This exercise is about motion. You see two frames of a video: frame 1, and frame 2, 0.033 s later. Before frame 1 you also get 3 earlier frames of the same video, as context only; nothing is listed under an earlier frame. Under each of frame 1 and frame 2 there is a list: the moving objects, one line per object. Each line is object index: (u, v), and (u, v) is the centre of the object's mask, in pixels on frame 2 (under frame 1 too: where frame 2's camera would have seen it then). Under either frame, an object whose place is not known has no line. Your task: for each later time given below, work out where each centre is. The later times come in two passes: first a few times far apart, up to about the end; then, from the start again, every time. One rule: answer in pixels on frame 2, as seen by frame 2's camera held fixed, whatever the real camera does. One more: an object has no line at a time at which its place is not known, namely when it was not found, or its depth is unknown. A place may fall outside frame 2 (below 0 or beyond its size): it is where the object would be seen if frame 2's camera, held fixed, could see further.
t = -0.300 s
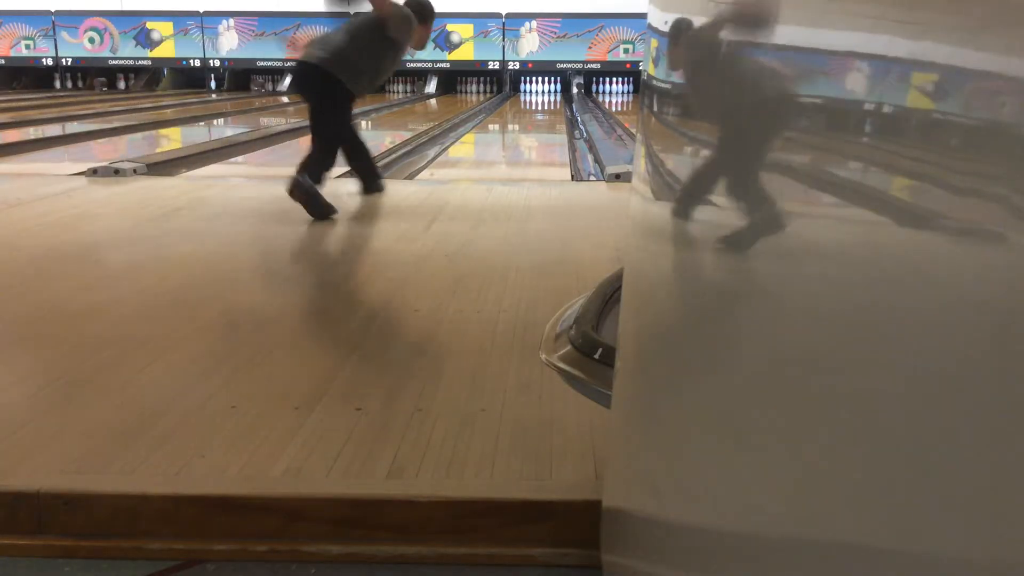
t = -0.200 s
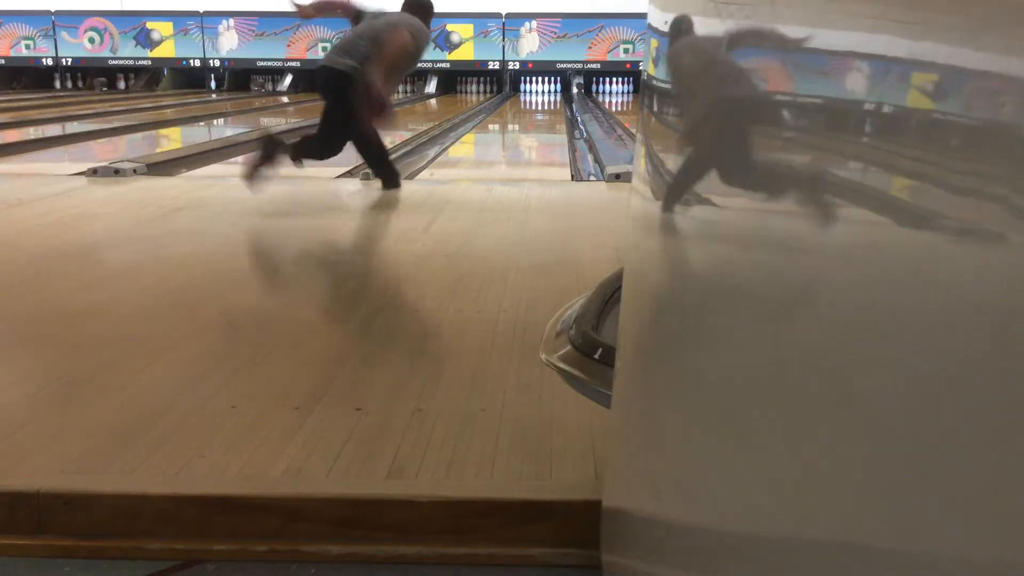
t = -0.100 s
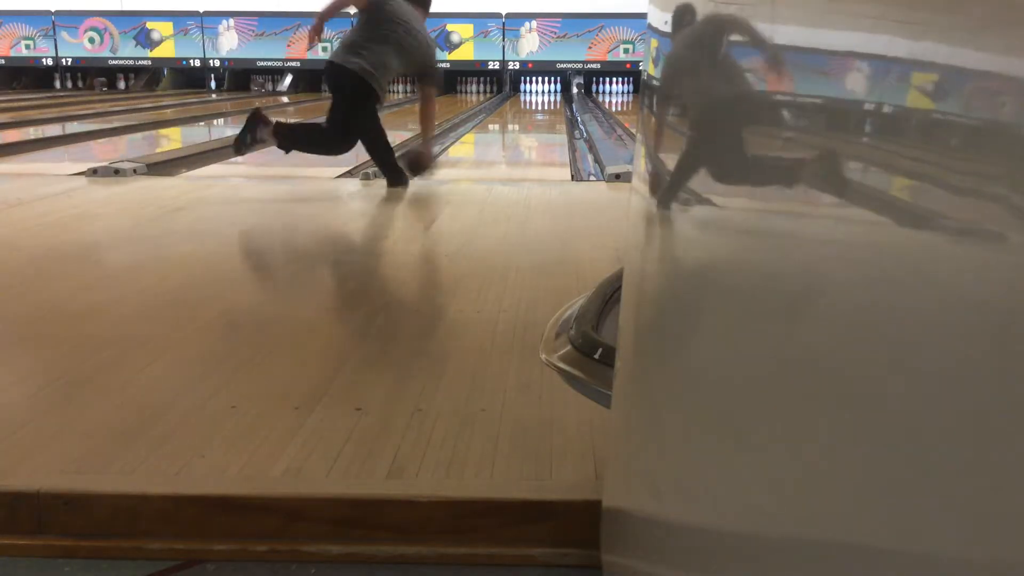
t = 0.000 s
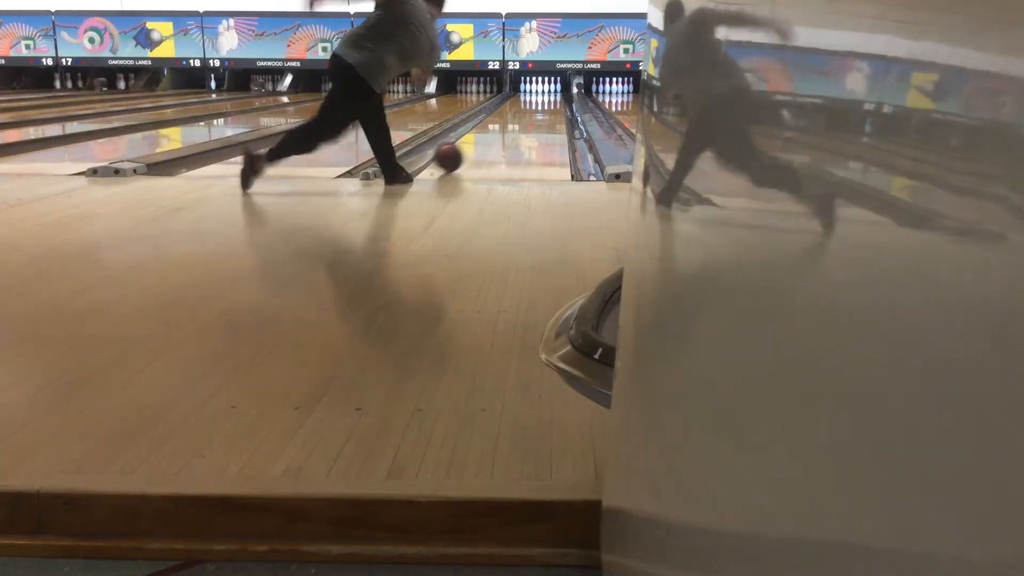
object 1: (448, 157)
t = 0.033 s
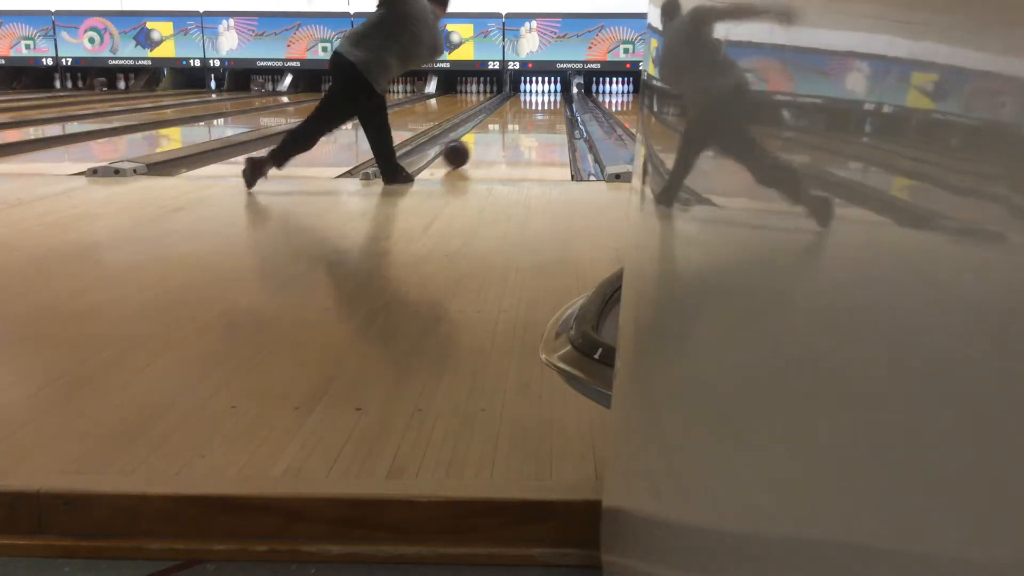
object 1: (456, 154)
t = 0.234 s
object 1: (489, 135)
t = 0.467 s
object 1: (514, 122)
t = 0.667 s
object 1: (529, 115)
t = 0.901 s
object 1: (541, 108)
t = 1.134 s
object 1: (549, 102)
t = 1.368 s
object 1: (553, 98)
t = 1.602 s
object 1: (554, 95)
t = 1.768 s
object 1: (553, 93)
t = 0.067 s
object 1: (463, 150)
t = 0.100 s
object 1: (469, 146)
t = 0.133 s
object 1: (475, 143)
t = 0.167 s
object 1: (480, 140)
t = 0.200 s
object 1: (485, 138)
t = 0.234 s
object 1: (489, 135)
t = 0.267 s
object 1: (493, 132)
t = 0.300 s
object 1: (497, 130)
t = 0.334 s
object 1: (501, 129)
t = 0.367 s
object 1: (505, 126)
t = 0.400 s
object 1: (508, 125)
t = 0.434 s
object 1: (511, 124)
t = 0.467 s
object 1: (514, 122)
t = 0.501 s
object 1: (517, 121)
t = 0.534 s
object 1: (520, 120)
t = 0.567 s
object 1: (522, 118)
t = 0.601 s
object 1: (524, 117)
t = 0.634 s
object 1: (527, 116)
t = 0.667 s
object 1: (529, 115)
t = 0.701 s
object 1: (531, 114)
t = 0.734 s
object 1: (533, 113)
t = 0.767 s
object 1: (535, 112)
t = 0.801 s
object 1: (536, 111)
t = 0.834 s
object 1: (538, 110)
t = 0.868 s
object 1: (540, 109)
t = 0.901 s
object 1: (541, 108)
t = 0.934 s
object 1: (542, 107)
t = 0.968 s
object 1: (543, 106)
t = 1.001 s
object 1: (544, 106)
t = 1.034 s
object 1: (546, 105)
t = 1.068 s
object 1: (547, 104)
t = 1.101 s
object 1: (548, 103)
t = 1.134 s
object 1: (549, 102)
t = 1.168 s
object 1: (549, 102)
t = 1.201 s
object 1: (550, 101)
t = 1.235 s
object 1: (551, 101)
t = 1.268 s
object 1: (552, 100)
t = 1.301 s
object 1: (552, 99)
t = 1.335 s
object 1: (553, 99)
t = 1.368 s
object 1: (553, 98)
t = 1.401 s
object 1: (554, 98)
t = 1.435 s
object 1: (554, 97)
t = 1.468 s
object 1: (554, 97)
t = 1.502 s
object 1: (554, 96)
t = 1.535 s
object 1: (554, 96)
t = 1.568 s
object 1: (554, 96)
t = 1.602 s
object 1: (554, 95)
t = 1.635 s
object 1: (554, 95)
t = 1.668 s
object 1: (554, 94)
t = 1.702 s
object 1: (554, 93)
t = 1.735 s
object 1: (553, 93)
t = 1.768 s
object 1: (553, 93)
